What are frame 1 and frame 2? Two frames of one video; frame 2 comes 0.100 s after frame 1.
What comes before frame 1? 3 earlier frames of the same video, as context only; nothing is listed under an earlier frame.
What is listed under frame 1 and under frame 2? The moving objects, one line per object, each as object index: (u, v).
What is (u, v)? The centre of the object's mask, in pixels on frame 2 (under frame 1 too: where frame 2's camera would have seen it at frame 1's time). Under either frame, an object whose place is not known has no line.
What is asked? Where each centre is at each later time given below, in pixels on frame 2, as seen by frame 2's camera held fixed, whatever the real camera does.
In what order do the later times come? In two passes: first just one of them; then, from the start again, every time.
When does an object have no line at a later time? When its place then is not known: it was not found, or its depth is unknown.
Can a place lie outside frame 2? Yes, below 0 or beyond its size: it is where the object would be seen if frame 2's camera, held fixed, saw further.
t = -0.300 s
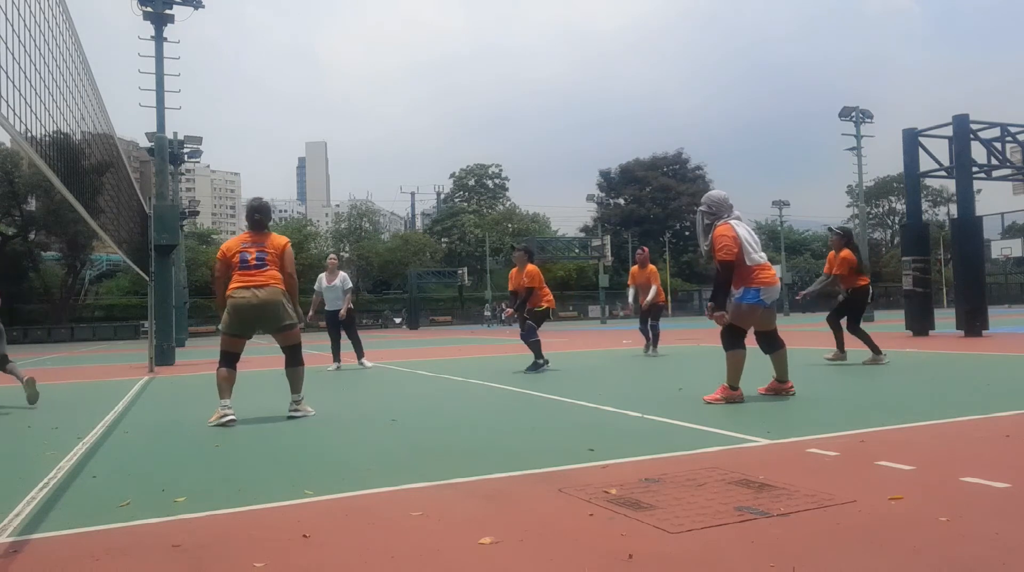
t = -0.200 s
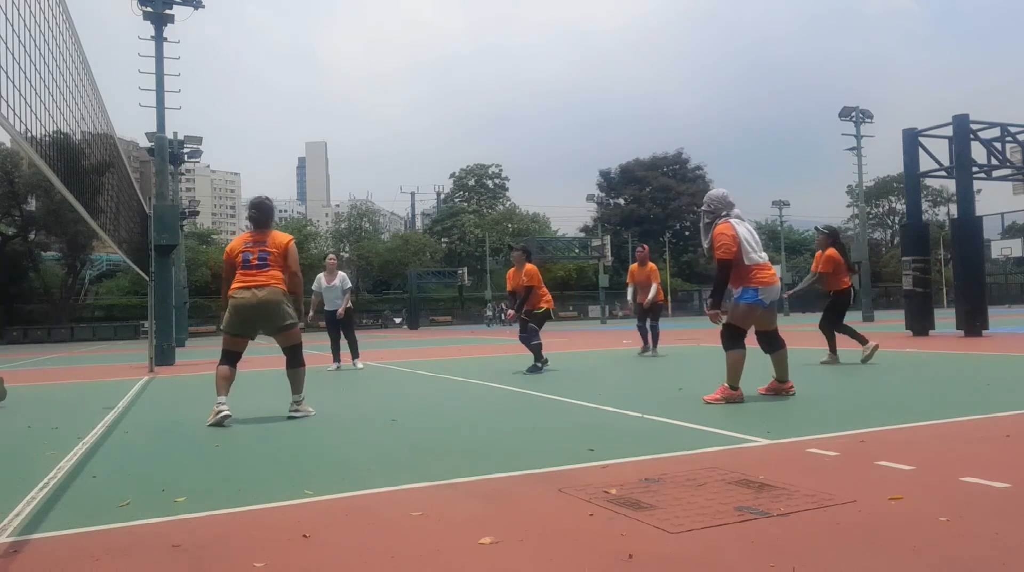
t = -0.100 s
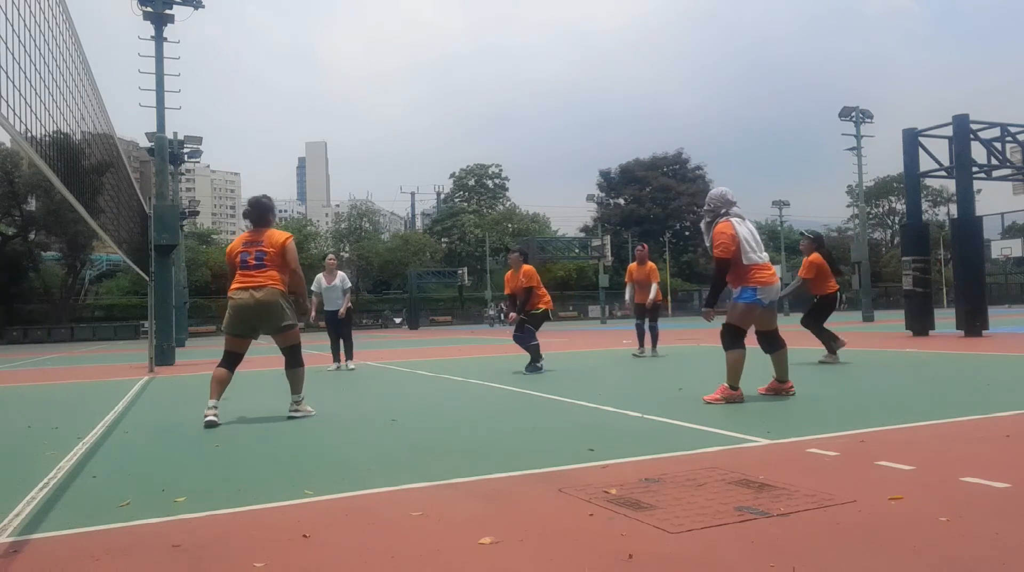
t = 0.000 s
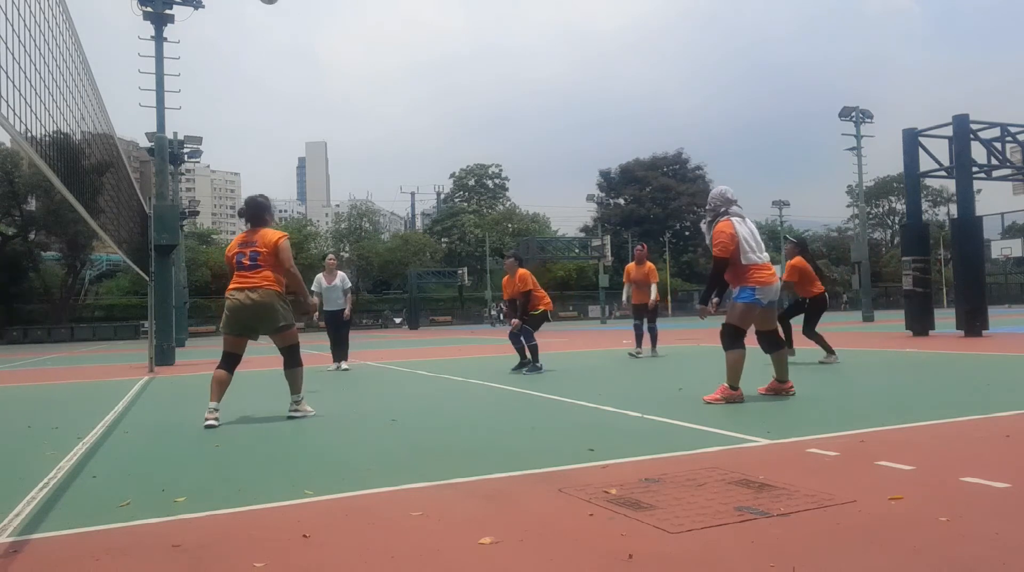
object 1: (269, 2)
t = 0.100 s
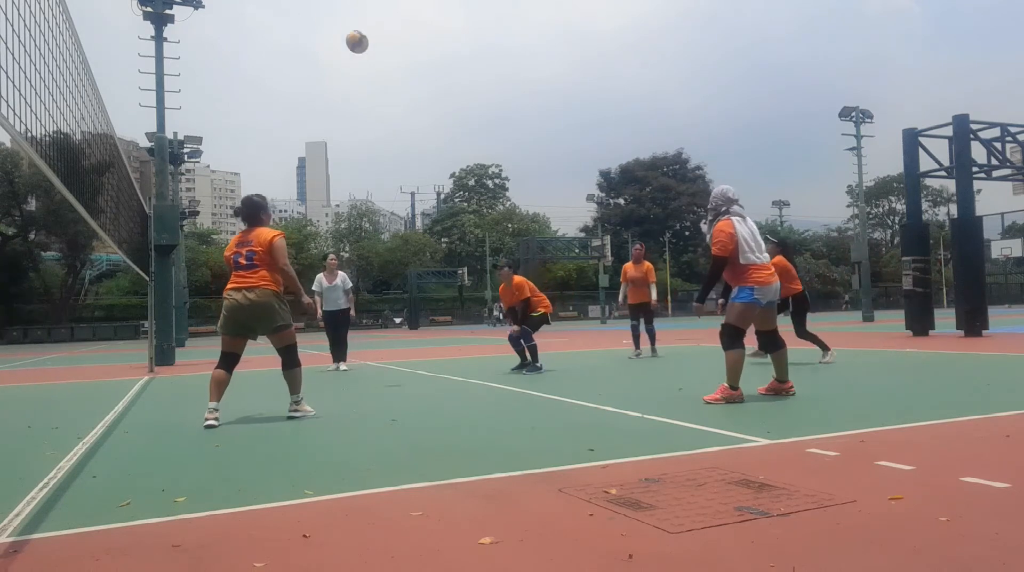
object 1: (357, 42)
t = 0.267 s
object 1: (492, 135)
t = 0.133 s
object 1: (385, 59)
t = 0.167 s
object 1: (413, 78)
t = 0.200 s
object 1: (440, 96)
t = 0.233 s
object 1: (466, 116)
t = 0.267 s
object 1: (492, 135)
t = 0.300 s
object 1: (517, 155)
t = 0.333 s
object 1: (541, 175)
